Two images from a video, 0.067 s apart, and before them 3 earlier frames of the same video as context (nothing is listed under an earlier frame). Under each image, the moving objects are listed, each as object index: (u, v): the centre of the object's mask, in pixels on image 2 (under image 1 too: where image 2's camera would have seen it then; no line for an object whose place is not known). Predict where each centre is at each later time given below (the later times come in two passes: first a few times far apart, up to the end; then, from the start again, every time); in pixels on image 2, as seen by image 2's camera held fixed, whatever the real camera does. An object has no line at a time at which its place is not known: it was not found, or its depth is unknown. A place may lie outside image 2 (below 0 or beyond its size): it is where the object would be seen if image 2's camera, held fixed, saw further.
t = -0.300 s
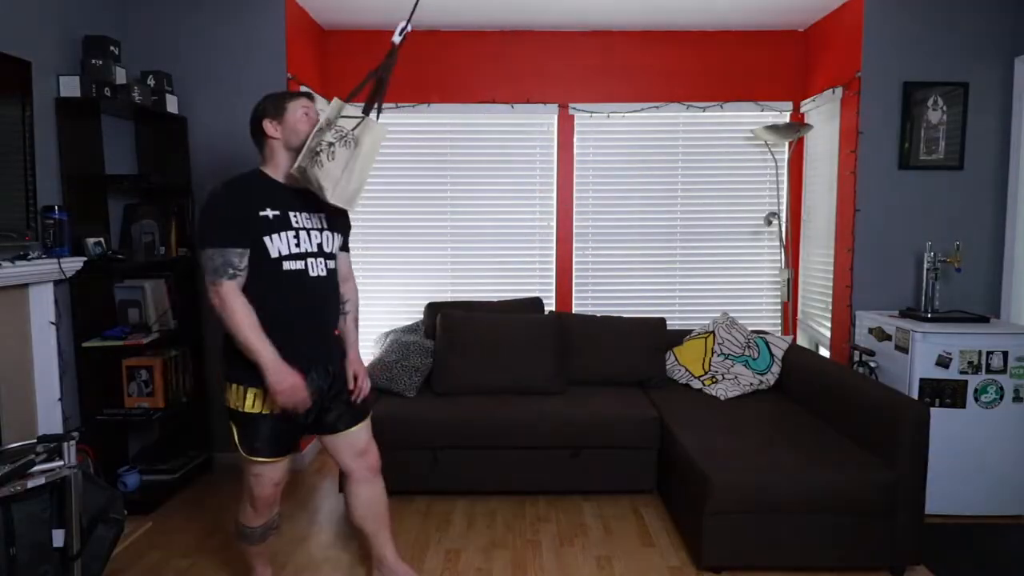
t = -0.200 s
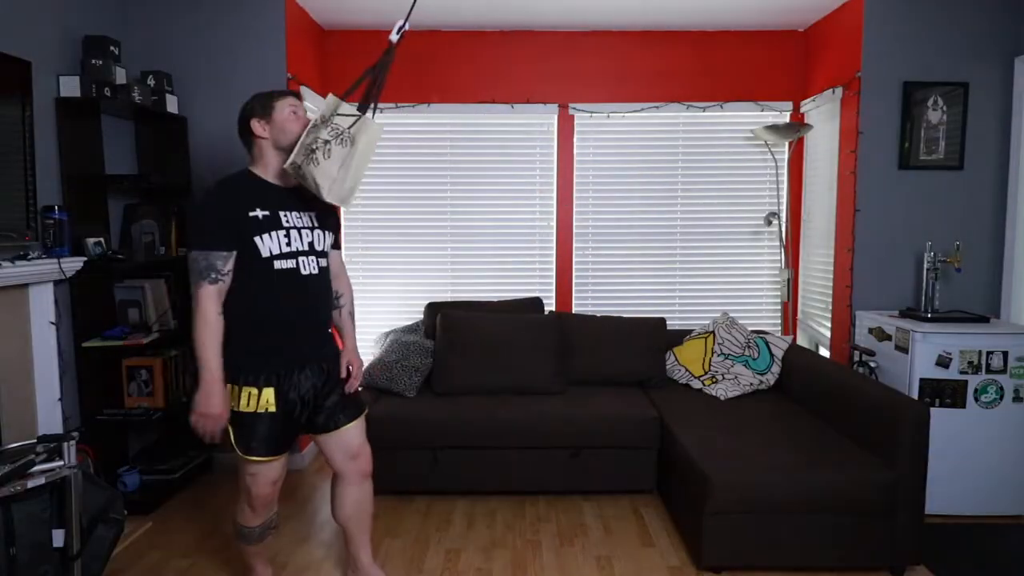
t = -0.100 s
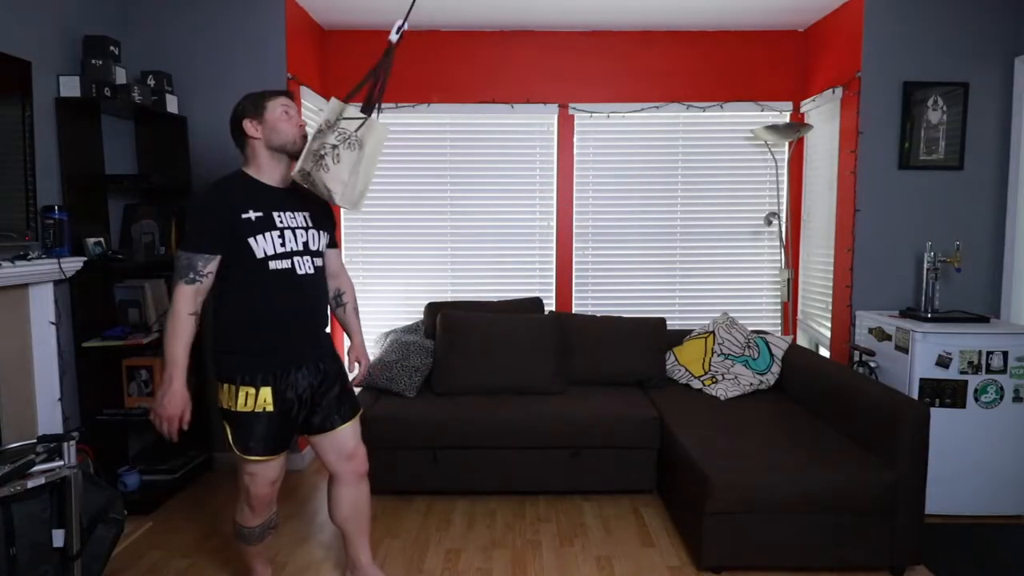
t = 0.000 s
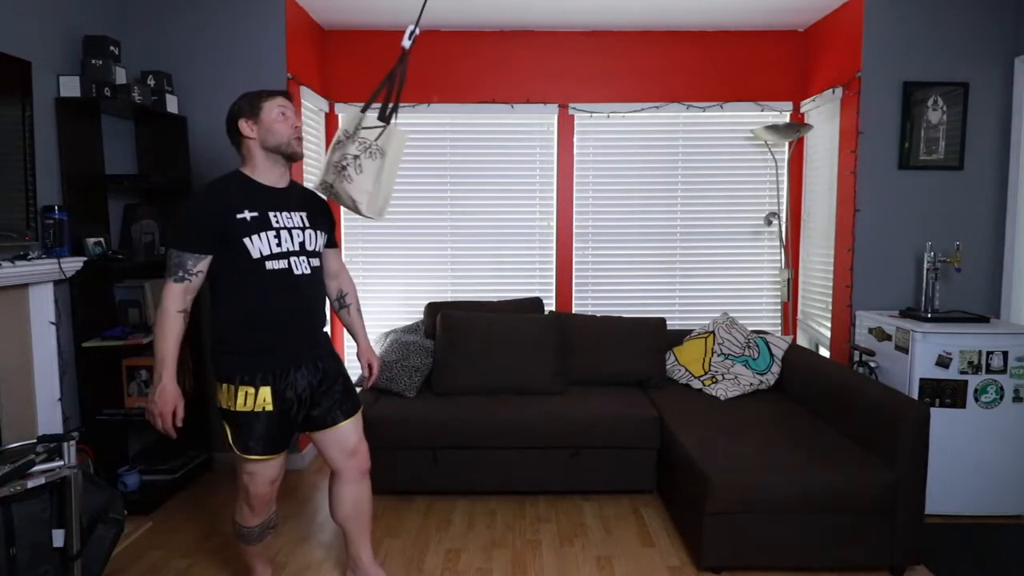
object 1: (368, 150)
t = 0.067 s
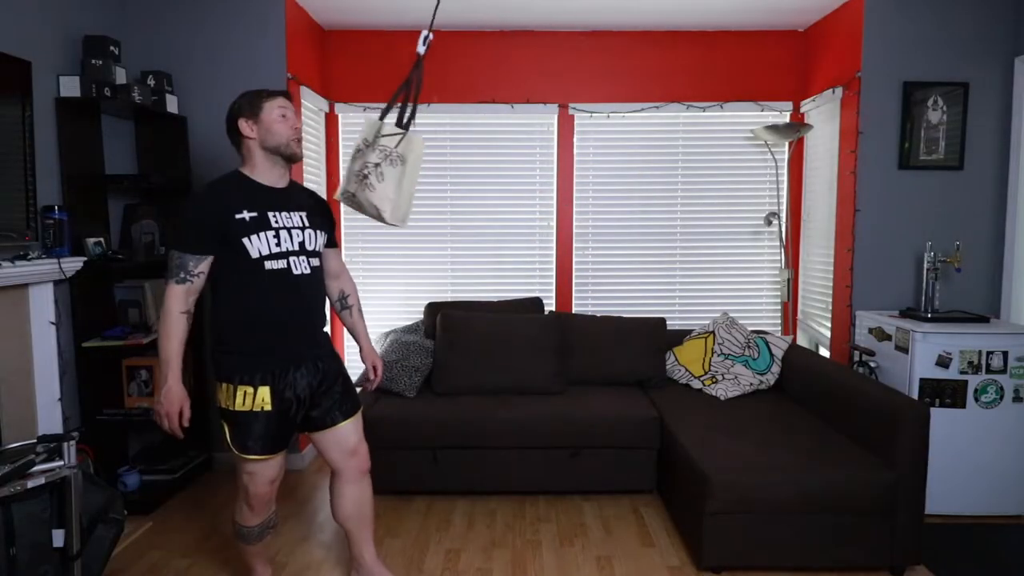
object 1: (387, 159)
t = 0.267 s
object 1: (466, 173)
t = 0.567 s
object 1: (587, 156)
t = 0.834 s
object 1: (624, 140)
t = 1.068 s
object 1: (587, 157)
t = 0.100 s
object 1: (399, 162)
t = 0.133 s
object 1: (411, 165)
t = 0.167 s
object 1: (424, 168)
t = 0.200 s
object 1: (437, 170)
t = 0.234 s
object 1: (451, 172)
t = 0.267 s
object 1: (466, 173)
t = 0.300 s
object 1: (482, 173)
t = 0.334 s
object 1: (497, 173)
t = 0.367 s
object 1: (513, 172)
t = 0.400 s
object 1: (527, 171)
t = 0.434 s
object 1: (541, 168)
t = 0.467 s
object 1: (554, 165)
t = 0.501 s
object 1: (566, 162)
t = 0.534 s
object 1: (577, 159)
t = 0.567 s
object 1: (587, 156)
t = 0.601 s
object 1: (596, 152)
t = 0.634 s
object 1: (604, 149)
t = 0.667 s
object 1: (612, 146)
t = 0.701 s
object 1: (617, 143)
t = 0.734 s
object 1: (621, 141)
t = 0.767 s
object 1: (624, 140)
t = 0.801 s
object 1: (625, 140)
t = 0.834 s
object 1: (624, 140)
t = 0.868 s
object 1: (623, 141)
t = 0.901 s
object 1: (620, 142)
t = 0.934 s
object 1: (615, 144)
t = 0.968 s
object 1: (610, 147)
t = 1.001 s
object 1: (603, 150)
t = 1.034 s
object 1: (595, 154)
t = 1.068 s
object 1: (587, 157)
